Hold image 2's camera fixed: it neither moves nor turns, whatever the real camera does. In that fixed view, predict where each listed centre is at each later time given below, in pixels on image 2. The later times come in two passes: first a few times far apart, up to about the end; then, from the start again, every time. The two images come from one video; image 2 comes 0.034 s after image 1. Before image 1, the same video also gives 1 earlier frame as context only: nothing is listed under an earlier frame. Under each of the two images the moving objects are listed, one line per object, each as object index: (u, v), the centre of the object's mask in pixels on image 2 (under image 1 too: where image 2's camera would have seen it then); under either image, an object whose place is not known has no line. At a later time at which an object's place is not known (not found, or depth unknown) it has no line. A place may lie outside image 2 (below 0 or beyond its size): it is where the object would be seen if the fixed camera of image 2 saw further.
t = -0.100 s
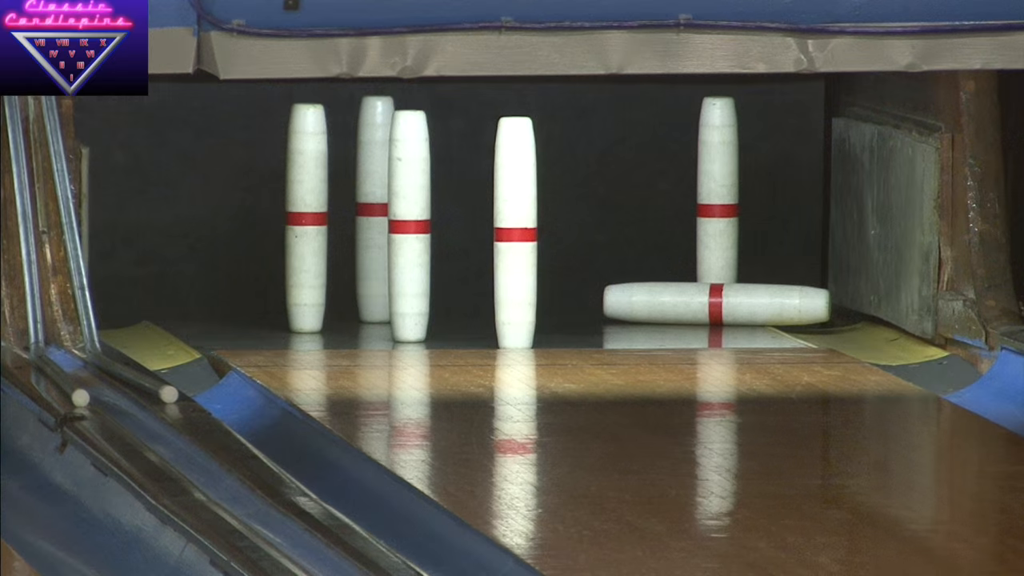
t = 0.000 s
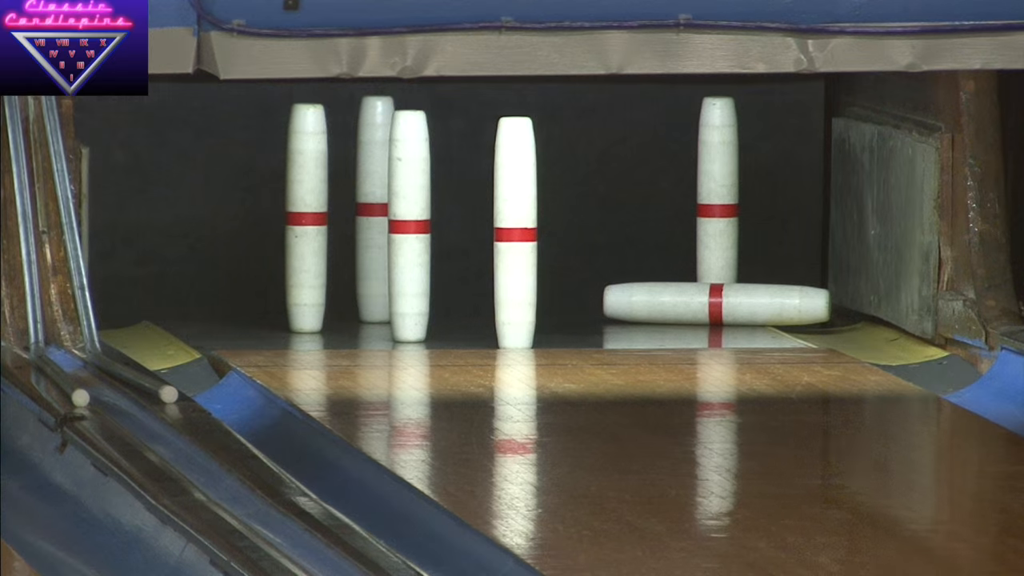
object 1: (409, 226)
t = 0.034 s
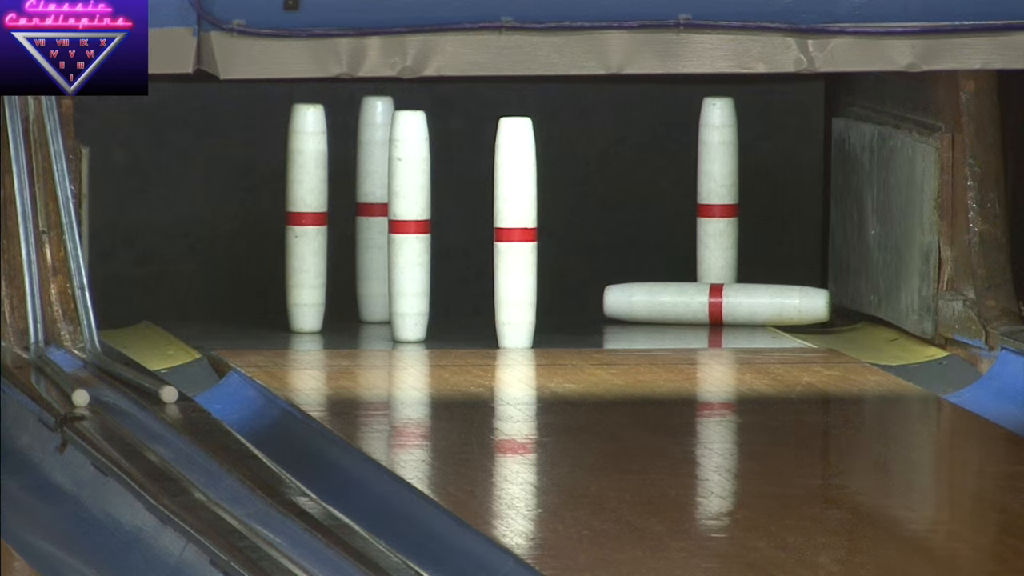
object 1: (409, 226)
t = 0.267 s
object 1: (409, 226)
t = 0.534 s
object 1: (409, 226)
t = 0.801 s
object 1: (312, 230)
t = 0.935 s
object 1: (185, 258)
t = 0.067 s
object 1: (409, 226)
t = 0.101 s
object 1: (409, 226)
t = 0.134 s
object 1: (409, 226)
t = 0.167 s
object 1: (409, 226)
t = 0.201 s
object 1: (409, 226)
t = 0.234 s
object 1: (409, 226)
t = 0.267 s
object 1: (409, 226)
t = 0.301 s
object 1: (409, 226)
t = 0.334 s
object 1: (409, 226)
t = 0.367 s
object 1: (409, 226)
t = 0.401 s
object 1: (409, 226)
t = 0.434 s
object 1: (409, 226)
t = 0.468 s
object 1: (409, 226)
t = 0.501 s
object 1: (409, 226)
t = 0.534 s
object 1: (409, 226)
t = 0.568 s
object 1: (409, 226)
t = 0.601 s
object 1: (409, 226)
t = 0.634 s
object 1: (409, 226)
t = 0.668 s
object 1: (409, 226)
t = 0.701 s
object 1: (409, 226)
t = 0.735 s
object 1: (407, 229)
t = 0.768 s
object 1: (359, 226)
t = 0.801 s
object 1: (312, 230)
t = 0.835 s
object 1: (274, 236)
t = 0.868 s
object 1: (241, 257)
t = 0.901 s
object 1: (187, 257)
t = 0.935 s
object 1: (185, 258)
